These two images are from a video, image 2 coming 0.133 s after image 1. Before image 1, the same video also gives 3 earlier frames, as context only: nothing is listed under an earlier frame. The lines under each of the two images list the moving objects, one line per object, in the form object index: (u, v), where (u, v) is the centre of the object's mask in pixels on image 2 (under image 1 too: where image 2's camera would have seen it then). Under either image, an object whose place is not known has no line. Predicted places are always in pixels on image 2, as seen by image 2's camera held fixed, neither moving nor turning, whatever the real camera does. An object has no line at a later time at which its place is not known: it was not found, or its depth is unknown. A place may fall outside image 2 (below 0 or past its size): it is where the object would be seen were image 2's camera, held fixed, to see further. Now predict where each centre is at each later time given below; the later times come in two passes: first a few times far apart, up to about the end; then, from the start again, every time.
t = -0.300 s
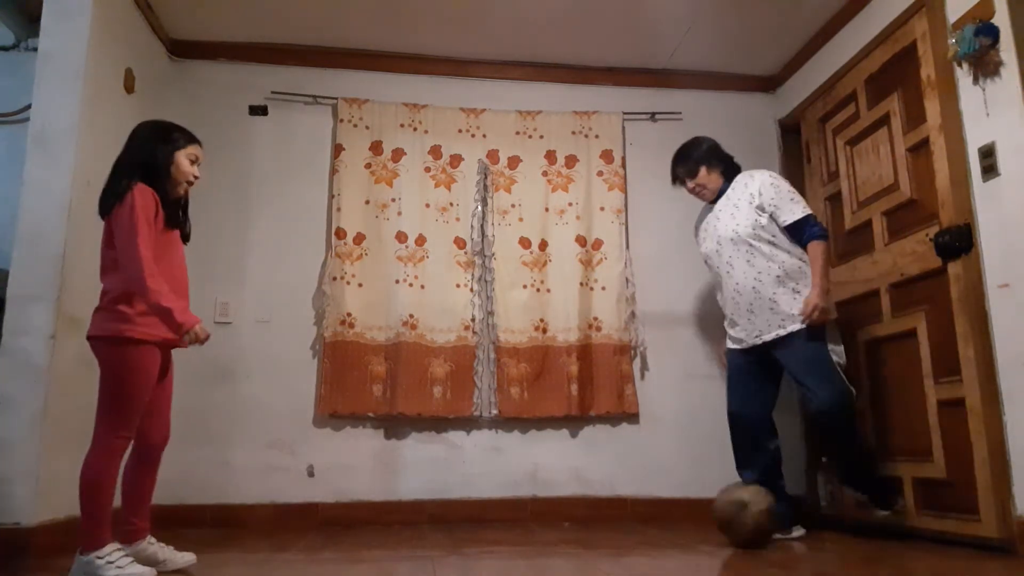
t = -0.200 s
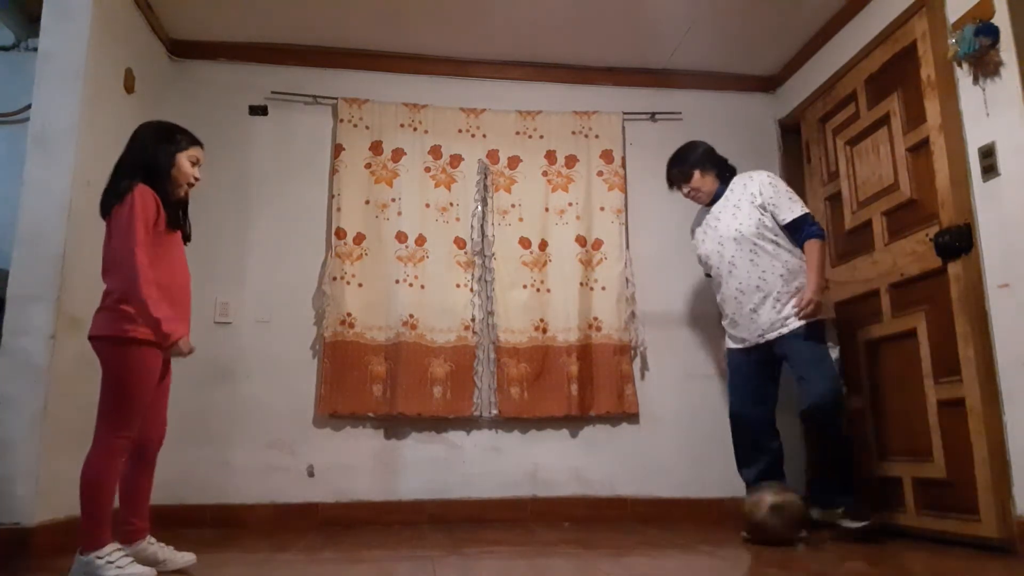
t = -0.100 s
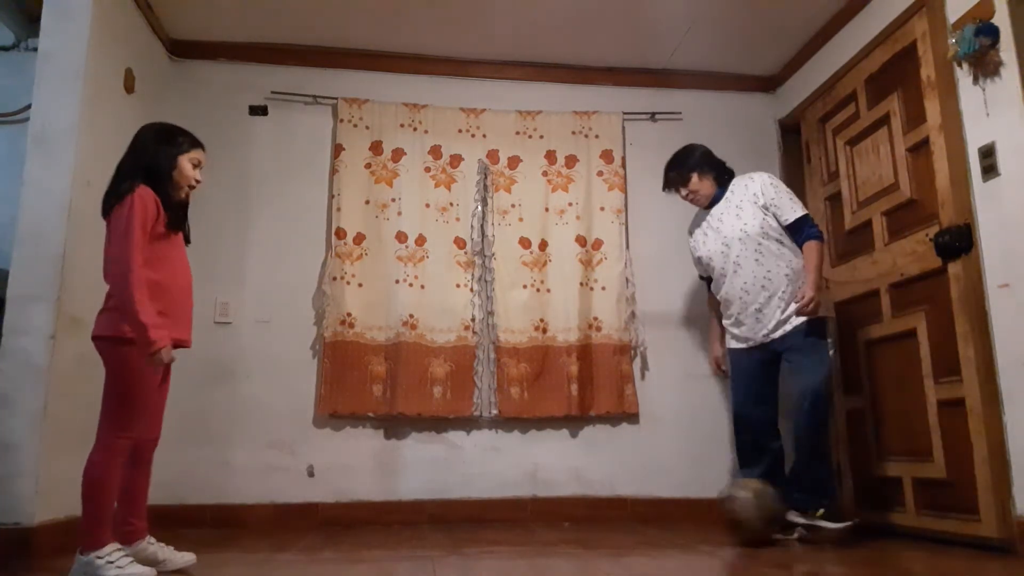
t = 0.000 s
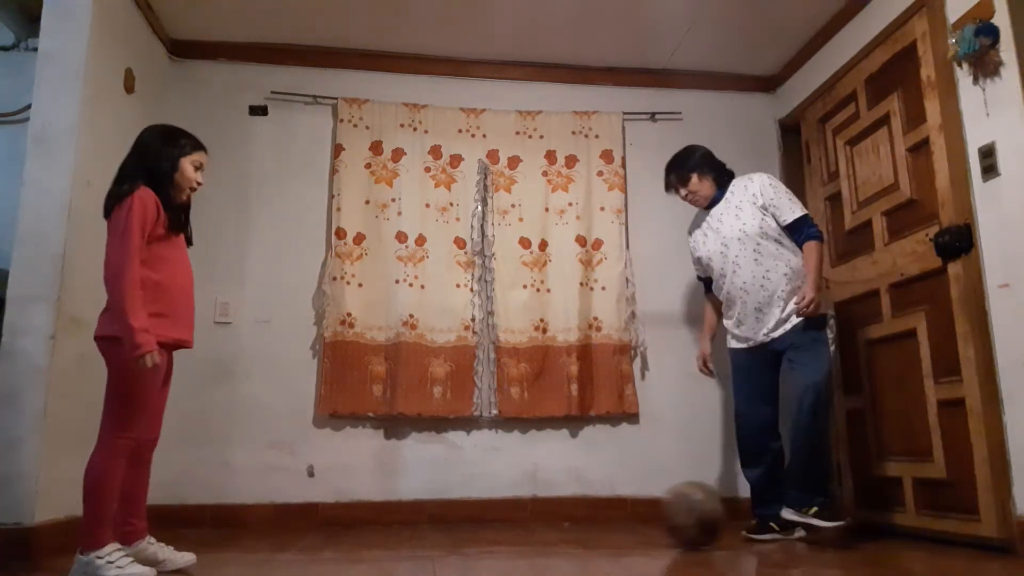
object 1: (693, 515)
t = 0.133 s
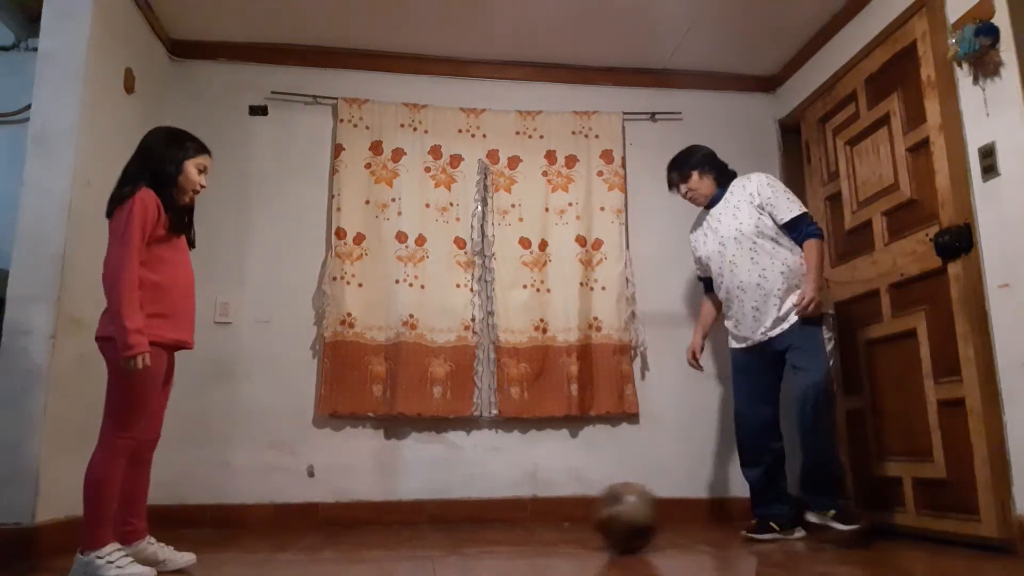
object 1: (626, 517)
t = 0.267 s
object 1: (570, 520)
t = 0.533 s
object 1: (462, 522)
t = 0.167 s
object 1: (611, 519)
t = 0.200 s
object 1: (598, 518)
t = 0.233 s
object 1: (582, 519)
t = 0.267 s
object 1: (570, 520)
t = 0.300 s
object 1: (556, 520)
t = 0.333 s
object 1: (543, 520)
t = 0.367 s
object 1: (530, 519)
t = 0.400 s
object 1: (516, 521)
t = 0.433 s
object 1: (502, 521)
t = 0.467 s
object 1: (489, 522)
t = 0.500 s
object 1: (476, 521)
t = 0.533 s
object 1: (462, 522)
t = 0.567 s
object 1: (447, 523)
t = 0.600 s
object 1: (434, 523)
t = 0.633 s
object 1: (418, 524)
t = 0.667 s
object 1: (406, 524)
